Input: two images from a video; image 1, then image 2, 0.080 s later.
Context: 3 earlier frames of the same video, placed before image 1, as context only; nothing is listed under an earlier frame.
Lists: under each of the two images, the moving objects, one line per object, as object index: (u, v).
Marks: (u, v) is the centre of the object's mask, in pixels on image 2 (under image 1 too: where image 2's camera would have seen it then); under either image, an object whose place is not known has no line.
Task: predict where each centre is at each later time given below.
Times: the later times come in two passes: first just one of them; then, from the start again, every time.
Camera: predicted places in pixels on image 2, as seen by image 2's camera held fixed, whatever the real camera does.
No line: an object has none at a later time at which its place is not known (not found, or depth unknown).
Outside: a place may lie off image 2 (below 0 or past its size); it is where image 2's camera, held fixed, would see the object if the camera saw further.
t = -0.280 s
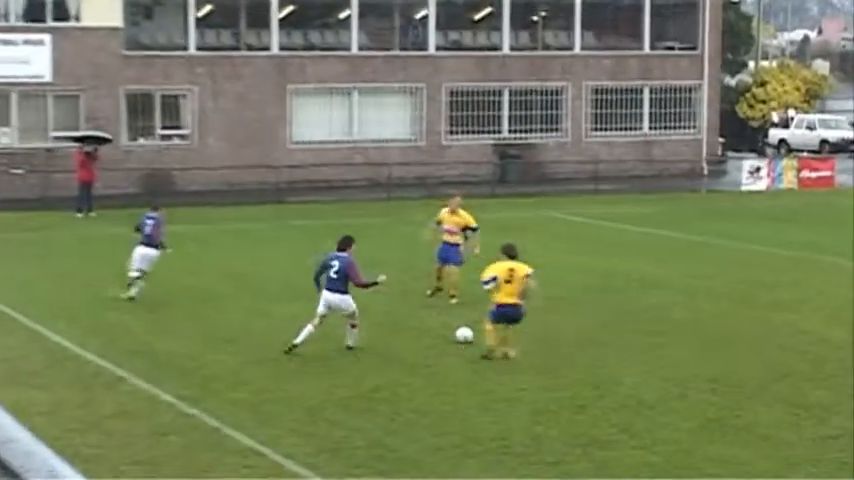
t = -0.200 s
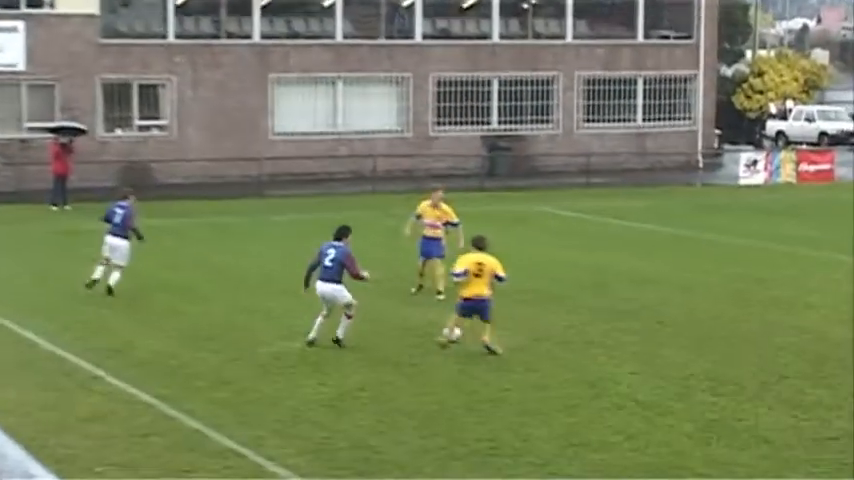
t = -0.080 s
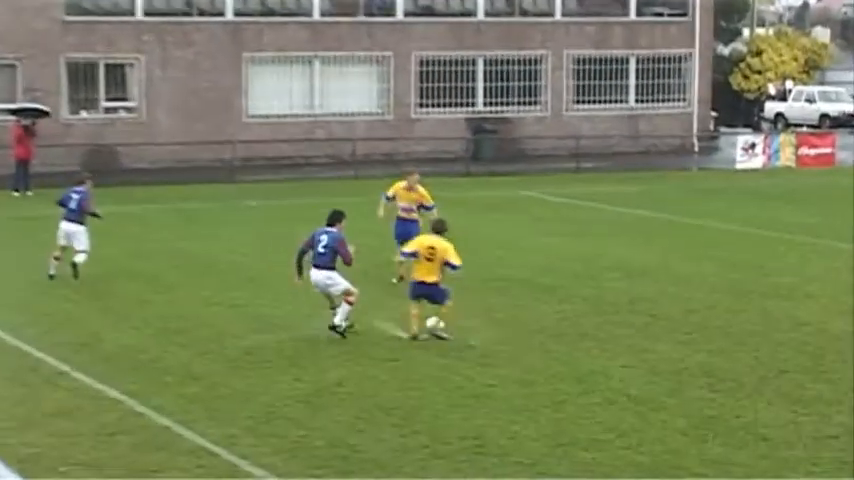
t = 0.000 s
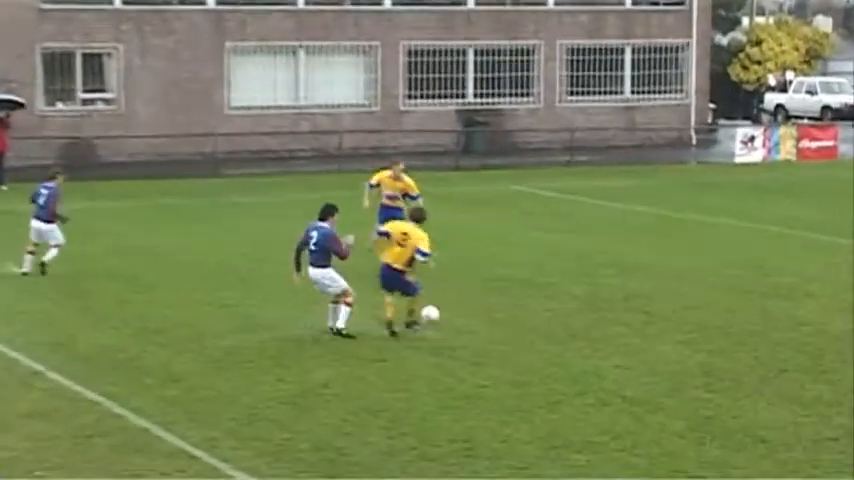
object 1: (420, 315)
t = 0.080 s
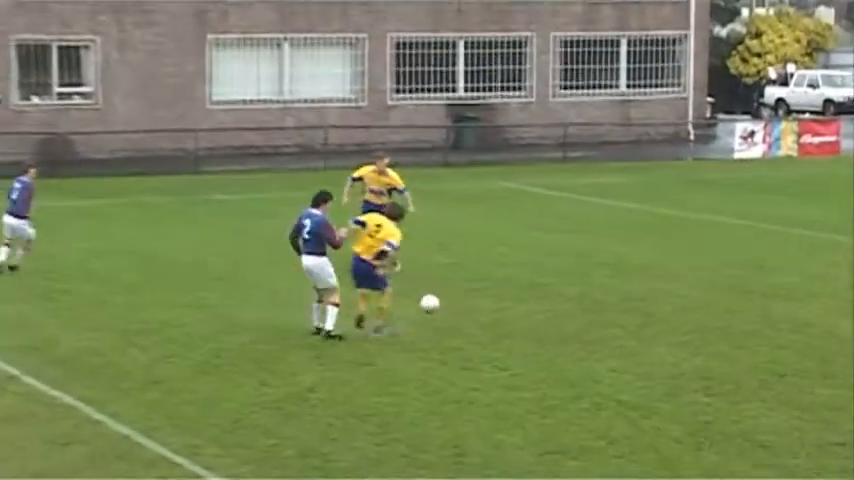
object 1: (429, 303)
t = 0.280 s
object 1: (453, 296)
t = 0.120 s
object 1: (435, 299)
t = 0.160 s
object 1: (439, 296)
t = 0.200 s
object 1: (444, 295)
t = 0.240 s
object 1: (449, 295)
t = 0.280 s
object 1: (453, 296)
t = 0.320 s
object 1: (458, 293)
